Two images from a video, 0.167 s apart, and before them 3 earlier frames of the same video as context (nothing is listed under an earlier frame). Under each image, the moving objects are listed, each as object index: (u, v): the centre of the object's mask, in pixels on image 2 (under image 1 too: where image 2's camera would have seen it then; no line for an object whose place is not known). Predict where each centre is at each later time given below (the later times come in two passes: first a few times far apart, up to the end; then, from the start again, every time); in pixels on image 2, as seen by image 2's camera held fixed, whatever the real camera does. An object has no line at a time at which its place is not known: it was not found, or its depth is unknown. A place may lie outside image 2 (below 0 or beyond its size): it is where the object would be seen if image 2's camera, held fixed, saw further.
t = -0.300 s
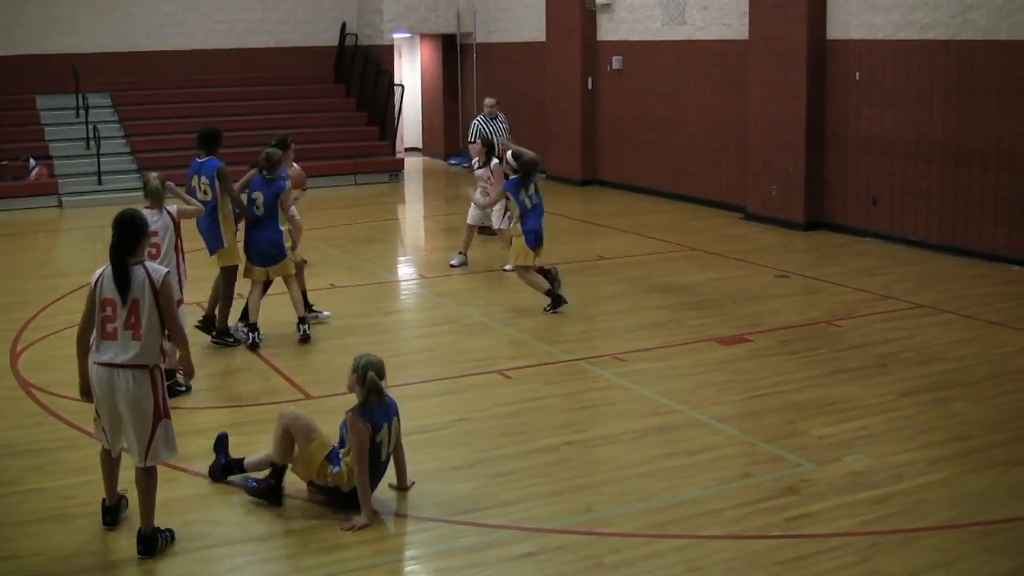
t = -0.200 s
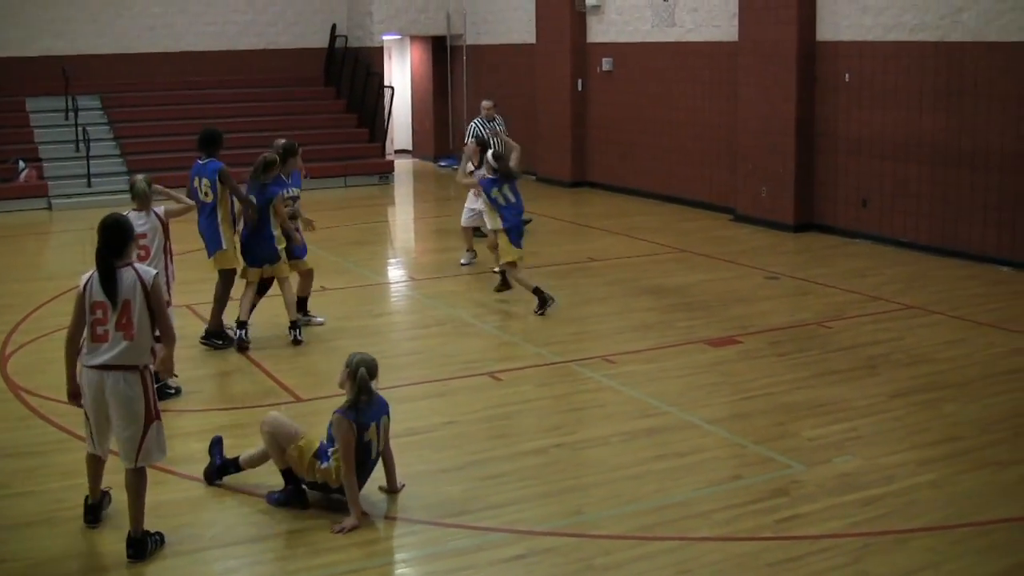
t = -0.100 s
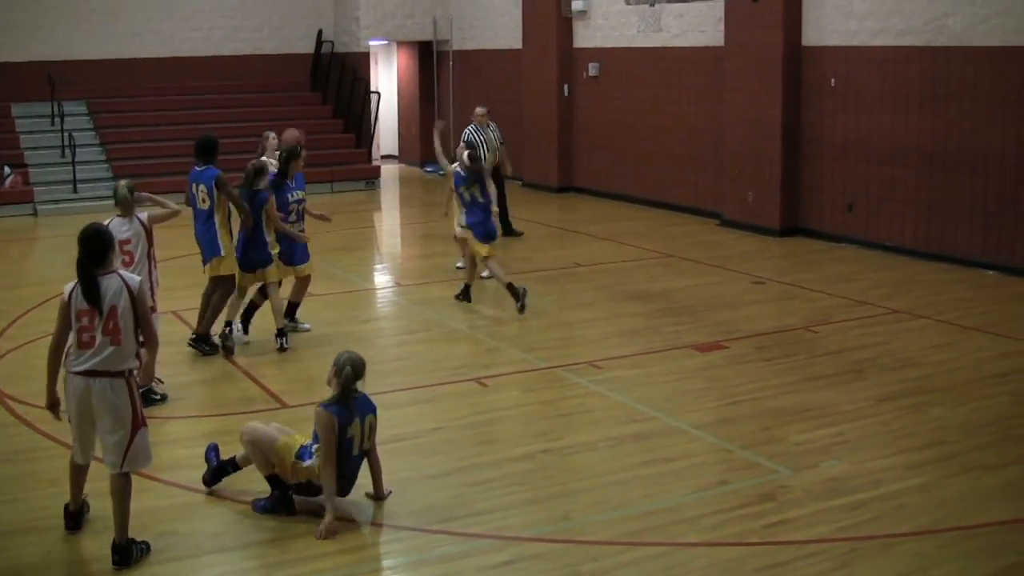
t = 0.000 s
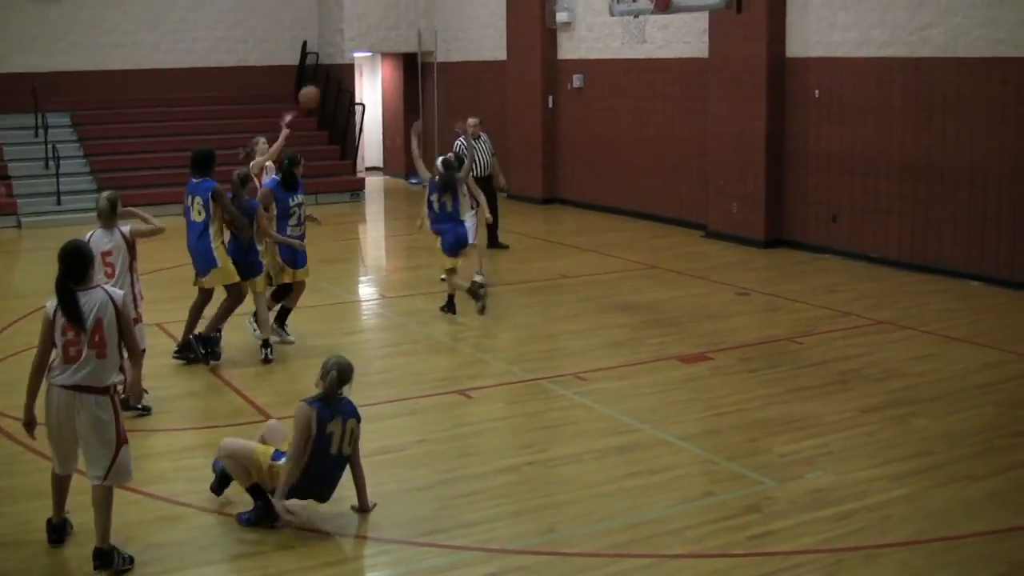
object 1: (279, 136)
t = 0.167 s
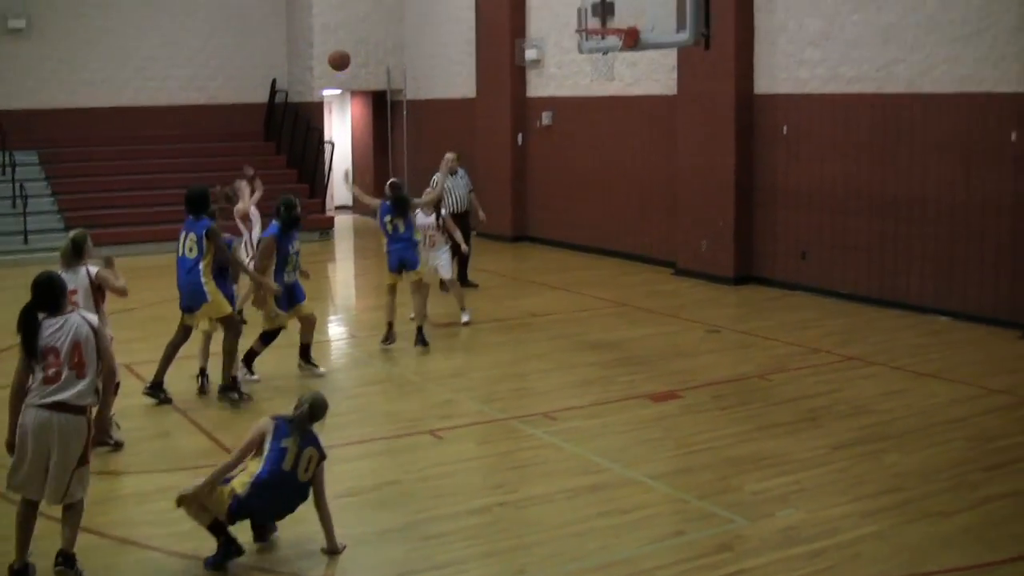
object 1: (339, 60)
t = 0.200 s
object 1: (351, 48)
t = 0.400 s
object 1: (427, -5)
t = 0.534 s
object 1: (477, -19)
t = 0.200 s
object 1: (351, 48)
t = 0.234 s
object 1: (363, 36)
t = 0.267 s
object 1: (376, 26)
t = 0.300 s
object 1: (388, 16)
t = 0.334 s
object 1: (401, 8)
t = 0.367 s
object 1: (414, 0)
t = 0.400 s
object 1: (427, -5)
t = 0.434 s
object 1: (440, -11)
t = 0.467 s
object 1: (452, -15)
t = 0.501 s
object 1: (465, -17)
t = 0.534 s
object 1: (477, -19)
